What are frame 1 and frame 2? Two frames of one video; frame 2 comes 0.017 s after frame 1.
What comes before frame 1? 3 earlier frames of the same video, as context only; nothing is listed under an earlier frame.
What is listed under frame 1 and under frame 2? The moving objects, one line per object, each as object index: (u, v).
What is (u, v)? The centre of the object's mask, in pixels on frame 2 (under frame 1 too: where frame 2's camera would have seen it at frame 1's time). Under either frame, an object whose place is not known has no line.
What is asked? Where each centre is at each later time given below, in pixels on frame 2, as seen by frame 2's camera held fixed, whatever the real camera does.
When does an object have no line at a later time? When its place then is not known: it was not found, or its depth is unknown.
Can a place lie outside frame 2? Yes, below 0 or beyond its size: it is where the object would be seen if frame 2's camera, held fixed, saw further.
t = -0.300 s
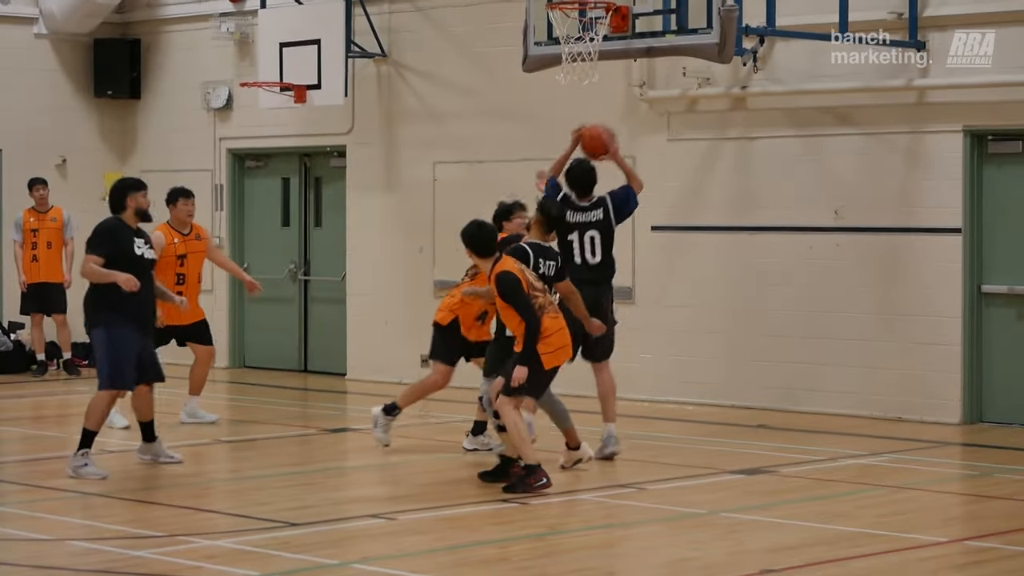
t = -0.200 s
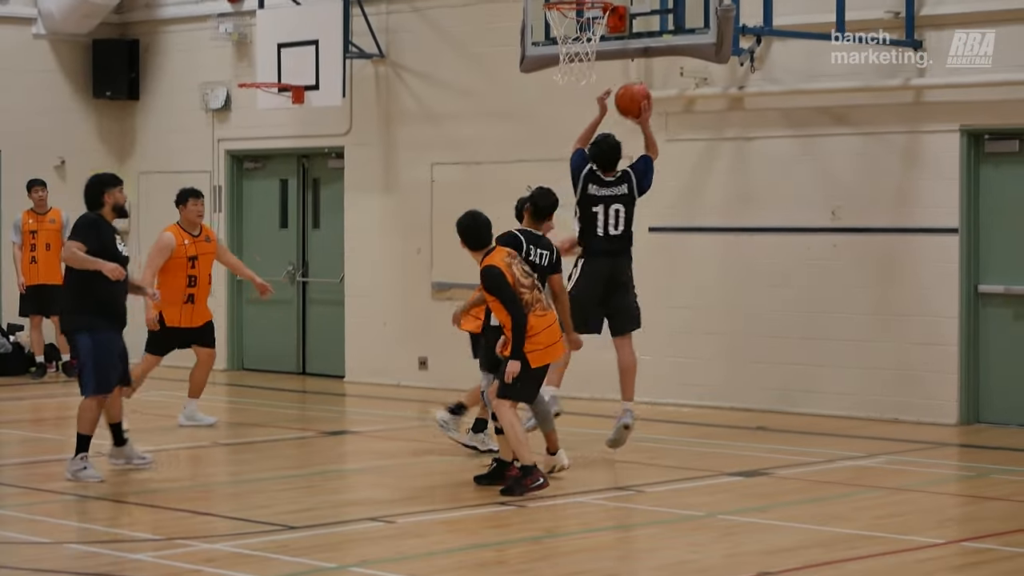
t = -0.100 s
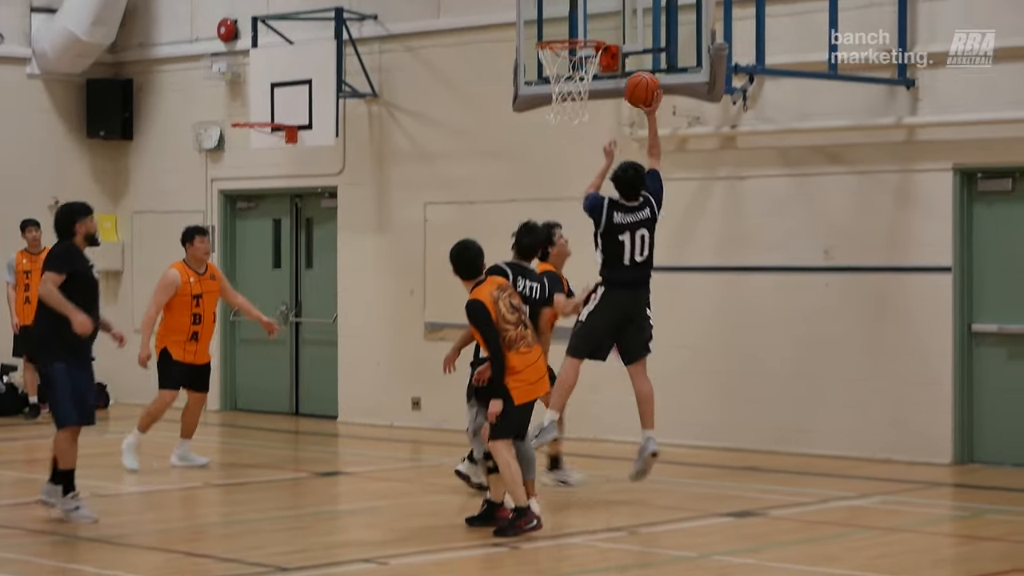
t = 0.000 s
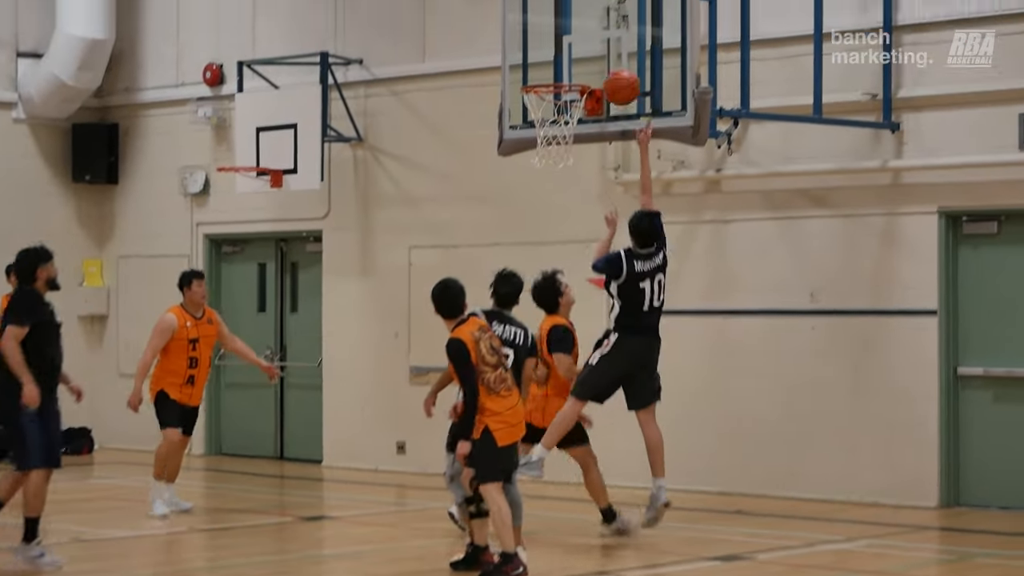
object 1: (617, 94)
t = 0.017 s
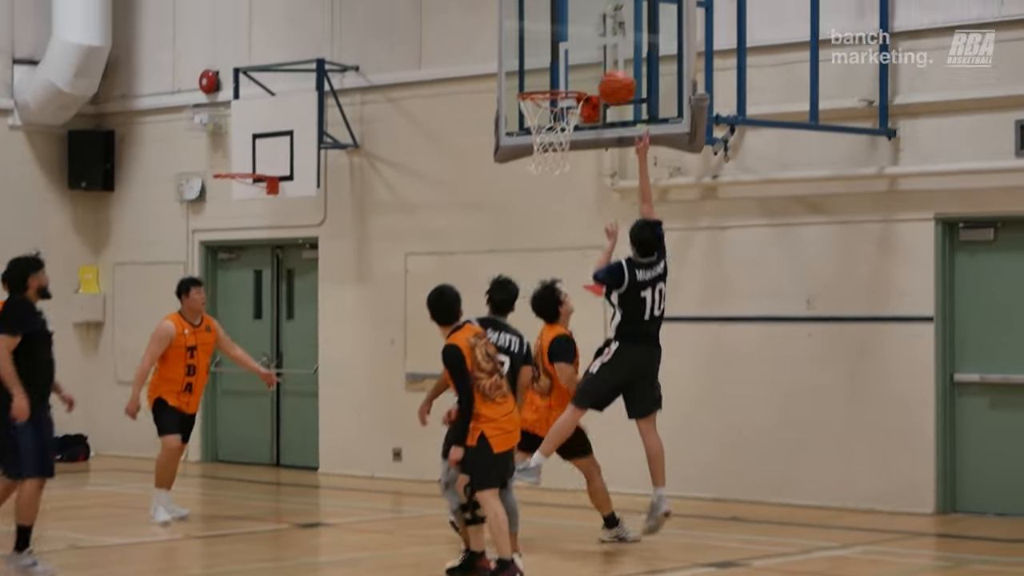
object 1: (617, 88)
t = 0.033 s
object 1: (615, 83)
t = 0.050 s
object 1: (614, 76)
